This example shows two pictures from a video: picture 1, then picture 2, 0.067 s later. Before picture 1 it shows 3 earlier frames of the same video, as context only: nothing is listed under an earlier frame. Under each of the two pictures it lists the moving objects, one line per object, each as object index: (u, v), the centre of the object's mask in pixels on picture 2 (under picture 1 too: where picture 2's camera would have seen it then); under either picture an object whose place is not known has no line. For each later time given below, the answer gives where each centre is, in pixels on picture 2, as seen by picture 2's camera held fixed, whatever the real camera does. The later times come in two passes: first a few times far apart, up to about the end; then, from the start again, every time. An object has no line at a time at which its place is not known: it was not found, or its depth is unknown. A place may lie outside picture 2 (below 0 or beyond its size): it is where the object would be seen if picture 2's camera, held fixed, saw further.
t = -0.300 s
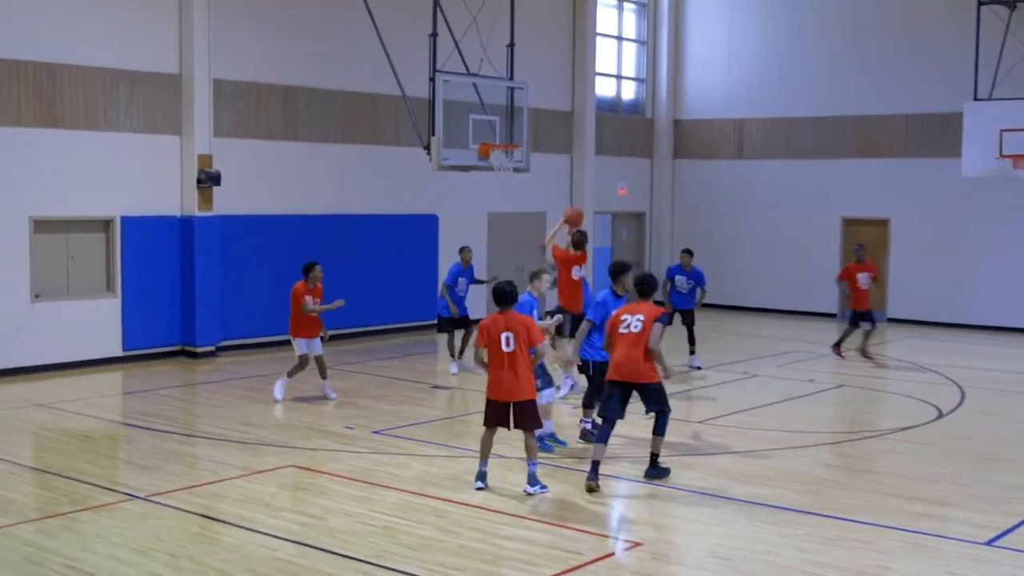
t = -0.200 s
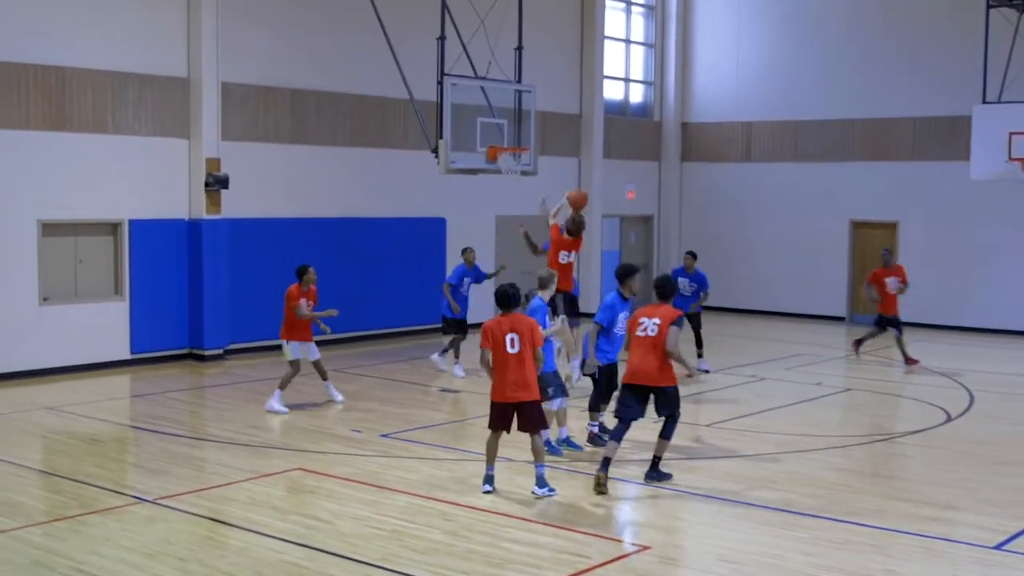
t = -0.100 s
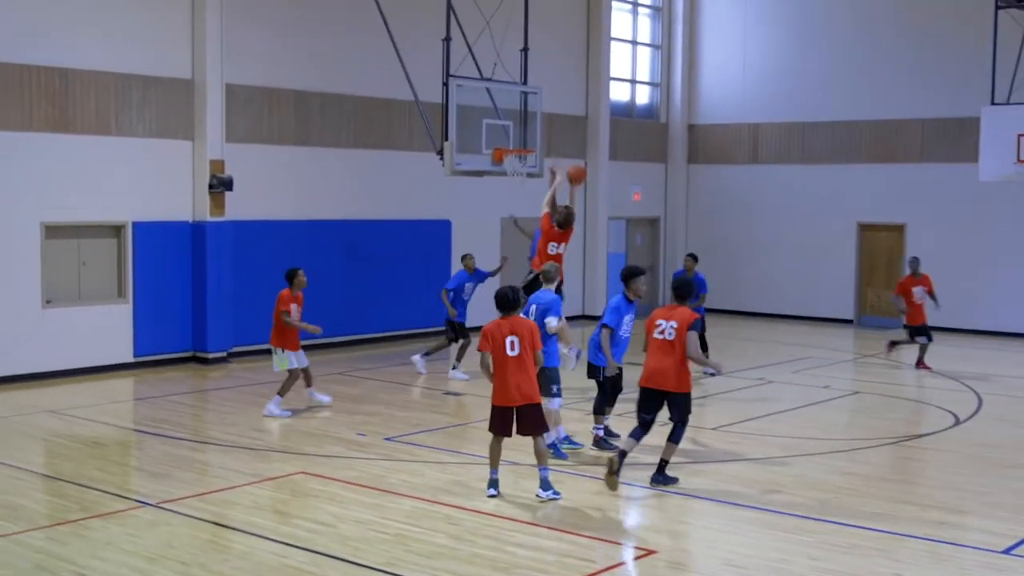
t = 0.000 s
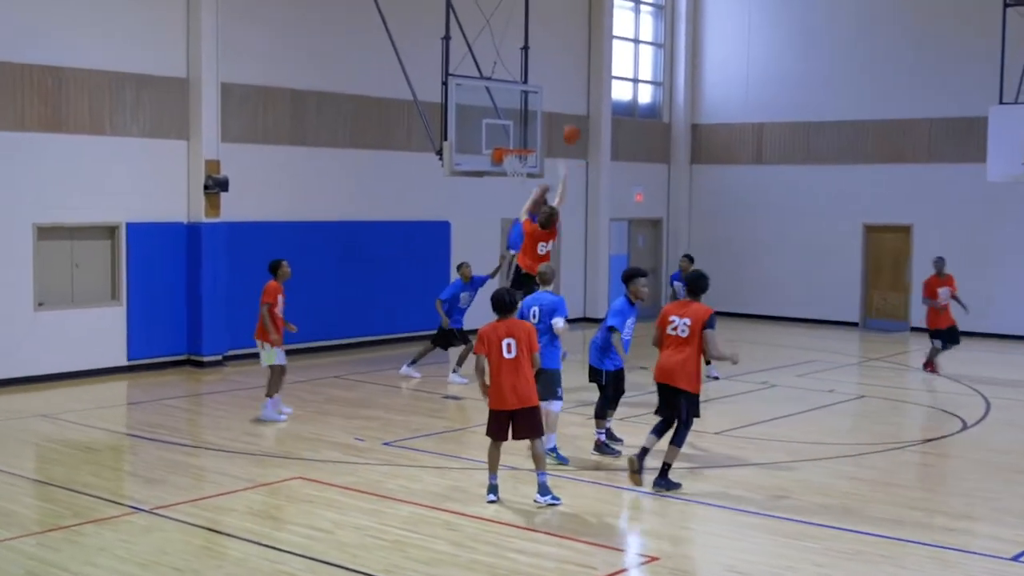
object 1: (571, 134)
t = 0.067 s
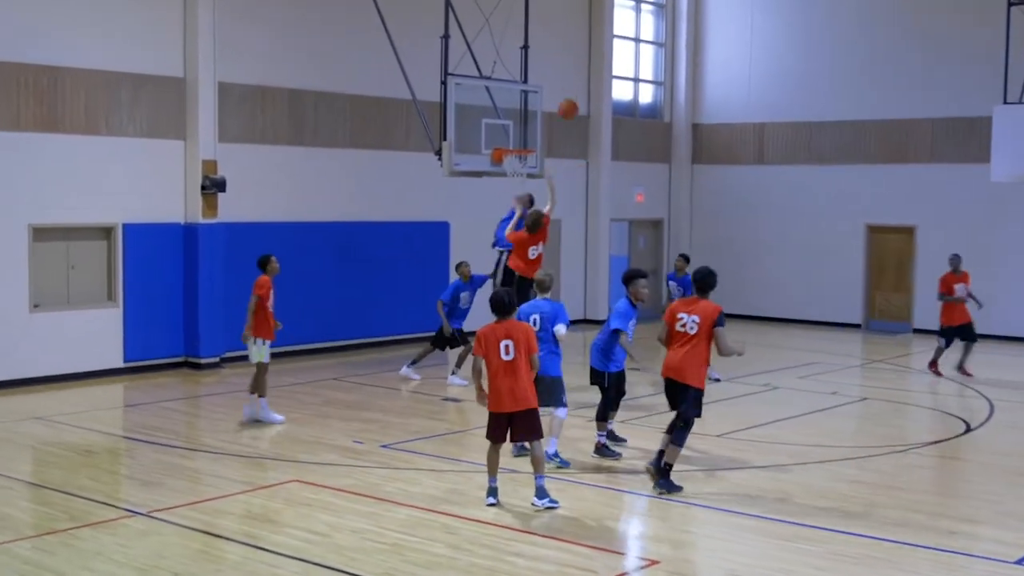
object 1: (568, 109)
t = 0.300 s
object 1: (553, 56)
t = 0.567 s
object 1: (539, 54)
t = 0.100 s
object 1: (565, 98)
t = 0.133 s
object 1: (563, 88)
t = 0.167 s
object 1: (561, 80)
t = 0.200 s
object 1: (559, 72)
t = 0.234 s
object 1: (557, 66)
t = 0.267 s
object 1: (555, 60)
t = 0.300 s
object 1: (553, 56)
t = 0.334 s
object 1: (551, 52)
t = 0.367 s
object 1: (549, 50)
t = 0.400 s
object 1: (548, 48)
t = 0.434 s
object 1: (546, 48)
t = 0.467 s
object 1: (544, 48)
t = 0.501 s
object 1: (542, 49)
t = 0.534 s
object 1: (541, 51)
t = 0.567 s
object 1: (539, 54)
